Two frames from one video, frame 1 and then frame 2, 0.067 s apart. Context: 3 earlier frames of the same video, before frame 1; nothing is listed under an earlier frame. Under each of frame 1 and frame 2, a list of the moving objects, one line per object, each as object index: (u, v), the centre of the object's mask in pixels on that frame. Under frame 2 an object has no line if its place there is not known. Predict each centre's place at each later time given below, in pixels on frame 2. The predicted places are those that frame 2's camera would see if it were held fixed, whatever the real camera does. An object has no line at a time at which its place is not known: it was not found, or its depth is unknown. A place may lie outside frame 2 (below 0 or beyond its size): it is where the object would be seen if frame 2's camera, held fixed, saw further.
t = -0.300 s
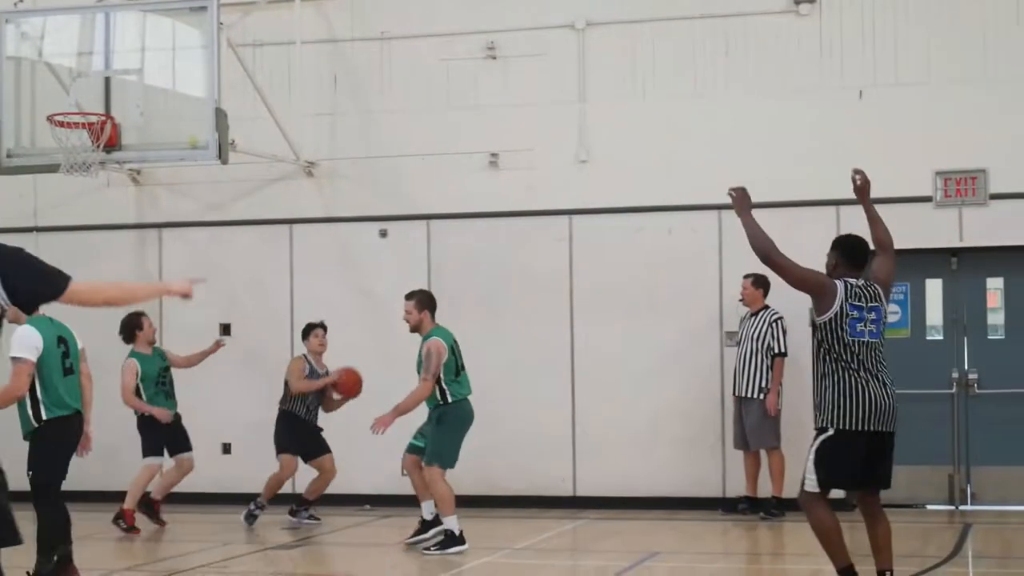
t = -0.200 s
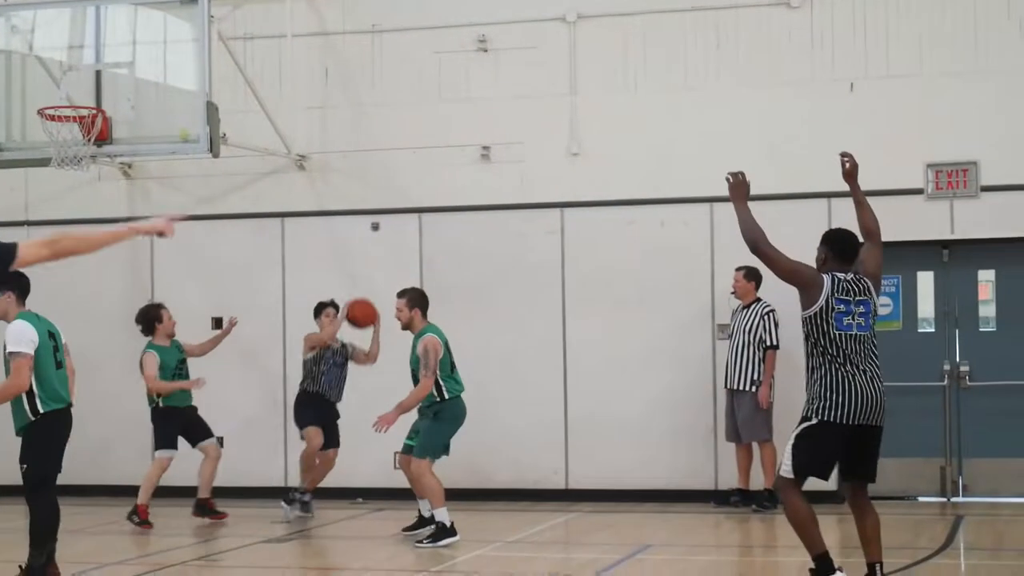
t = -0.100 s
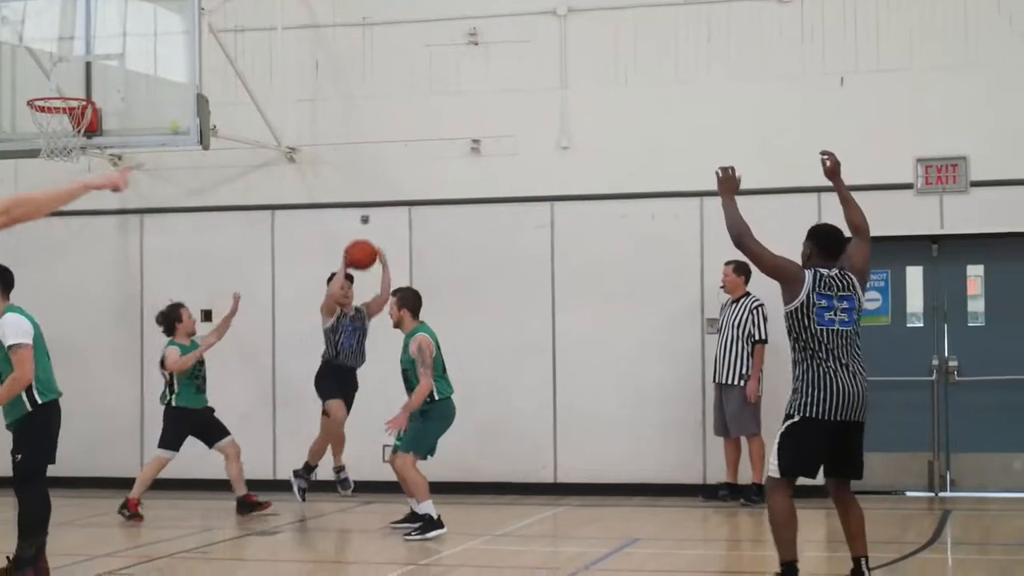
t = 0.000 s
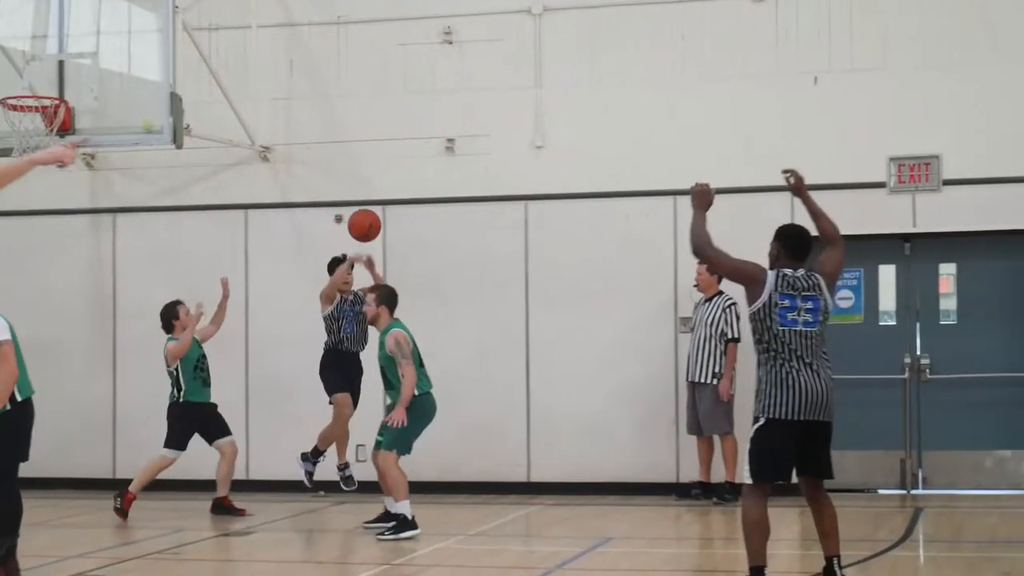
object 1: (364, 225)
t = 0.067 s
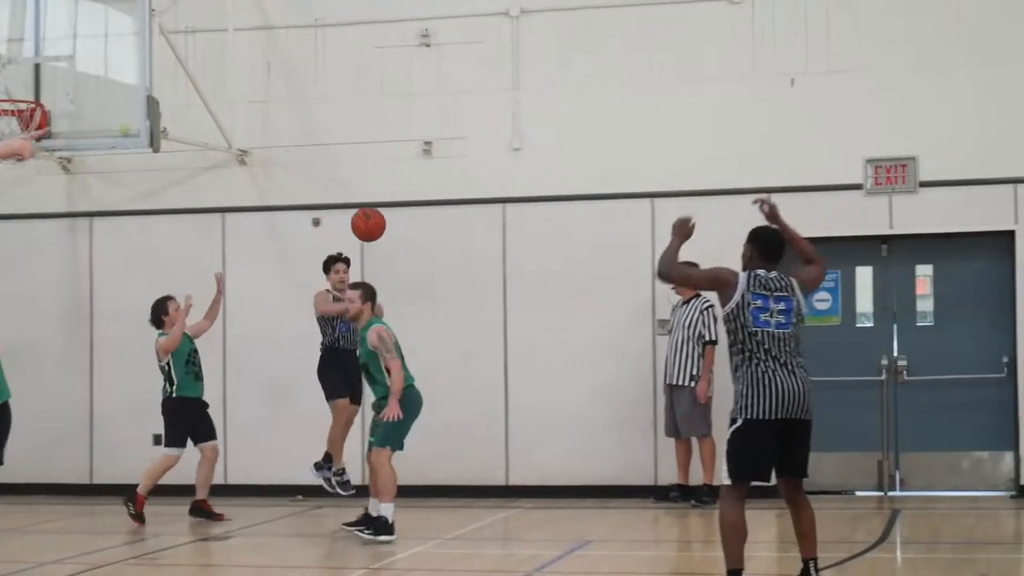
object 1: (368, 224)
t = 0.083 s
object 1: (375, 224)
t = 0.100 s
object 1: (383, 224)
